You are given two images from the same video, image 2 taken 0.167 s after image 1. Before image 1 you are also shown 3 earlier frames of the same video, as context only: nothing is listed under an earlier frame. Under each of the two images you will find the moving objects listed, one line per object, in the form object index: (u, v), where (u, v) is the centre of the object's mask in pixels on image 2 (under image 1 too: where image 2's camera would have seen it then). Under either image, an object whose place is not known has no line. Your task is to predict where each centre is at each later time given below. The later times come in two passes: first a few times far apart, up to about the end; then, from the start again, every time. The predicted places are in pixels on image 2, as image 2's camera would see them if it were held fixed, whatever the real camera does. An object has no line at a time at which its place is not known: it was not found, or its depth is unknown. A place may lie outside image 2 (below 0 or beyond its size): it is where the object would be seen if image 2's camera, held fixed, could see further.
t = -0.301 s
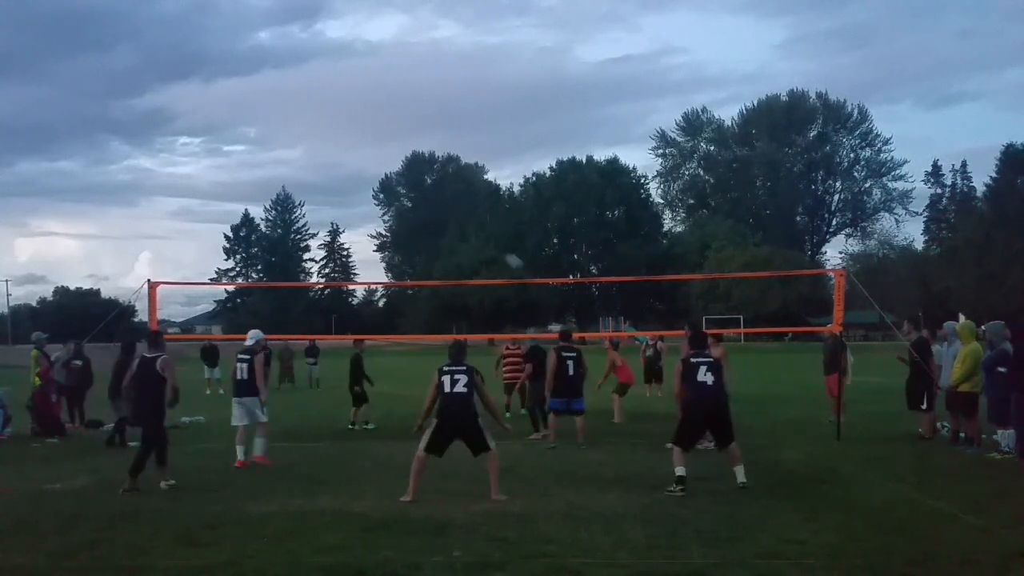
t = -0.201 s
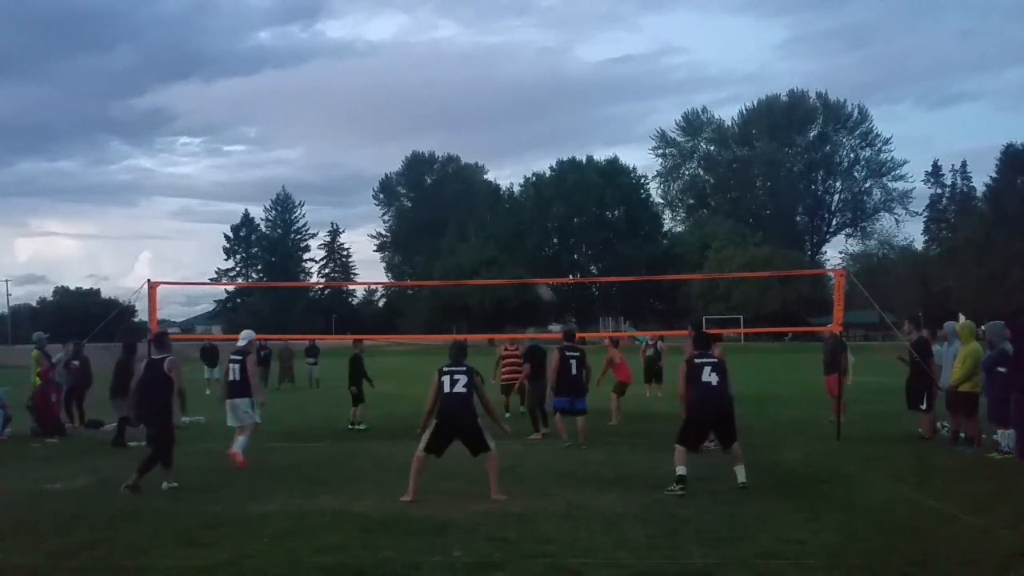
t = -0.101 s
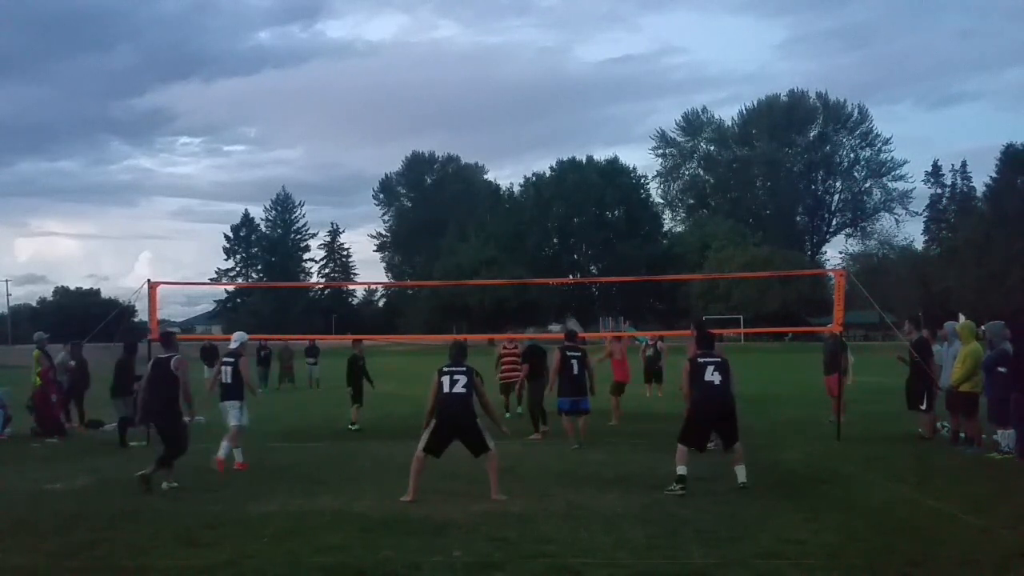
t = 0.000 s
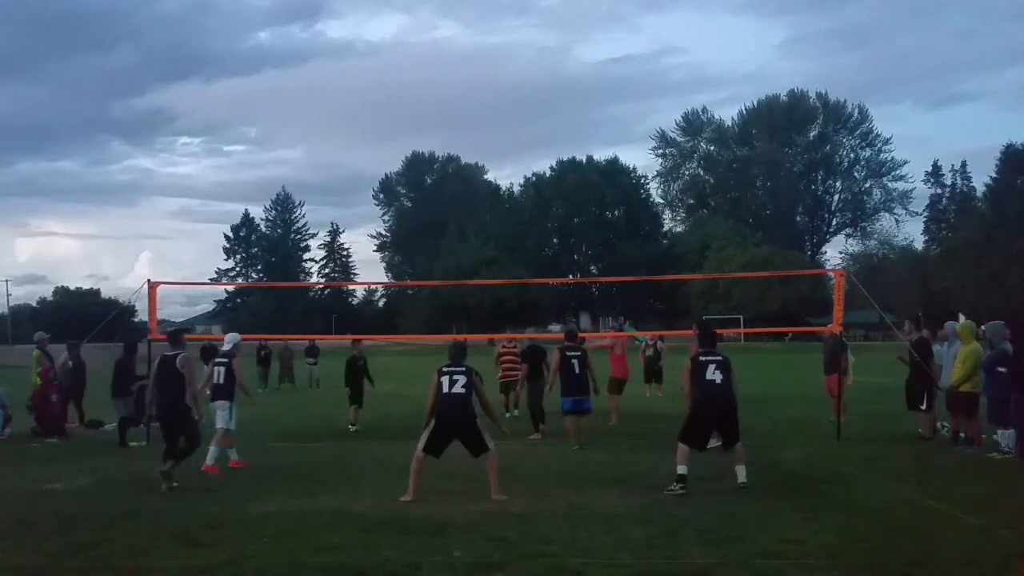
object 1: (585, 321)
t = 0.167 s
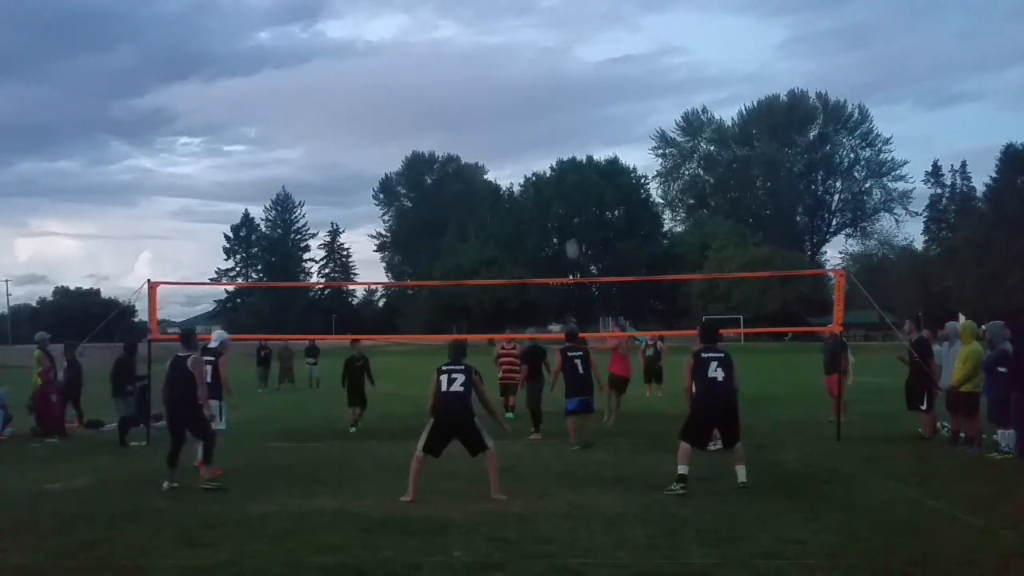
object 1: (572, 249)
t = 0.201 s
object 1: (569, 235)
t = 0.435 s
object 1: (553, 158)
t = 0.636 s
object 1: (539, 113)
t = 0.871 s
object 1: (521, 92)
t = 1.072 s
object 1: (506, 107)
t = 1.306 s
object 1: (484, 166)
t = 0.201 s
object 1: (569, 235)
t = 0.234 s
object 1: (567, 223)
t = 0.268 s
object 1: (564, 210)
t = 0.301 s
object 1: (562, 198)
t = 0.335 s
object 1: (559, 187)
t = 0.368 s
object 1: (557, 177)
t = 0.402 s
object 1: (557, 165)
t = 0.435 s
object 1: (553, 158)
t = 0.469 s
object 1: (550, 149)
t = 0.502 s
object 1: (548, 141)
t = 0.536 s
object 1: (545, 133)
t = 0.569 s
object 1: (543, 126)
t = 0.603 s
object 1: (541, 119)
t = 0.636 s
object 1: (539, 113)
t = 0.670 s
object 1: (536, 108)
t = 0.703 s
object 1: (534, 104)
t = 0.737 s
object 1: (531, 100)
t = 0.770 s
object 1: (529, 97)
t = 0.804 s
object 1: (527, 95)
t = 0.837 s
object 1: (524, 93)
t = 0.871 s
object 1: (521, 92)
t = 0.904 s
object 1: (519, 92)
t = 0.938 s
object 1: (516, 93)
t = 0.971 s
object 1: (514, 95)
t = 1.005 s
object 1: (511, 98)
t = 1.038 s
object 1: (508, 102)
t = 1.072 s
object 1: (506, 107)
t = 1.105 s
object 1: (503, 112)
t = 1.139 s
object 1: (500, 119)
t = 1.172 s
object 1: (497, 127)
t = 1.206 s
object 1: (494, 136)
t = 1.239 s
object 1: (491, 145)
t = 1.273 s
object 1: (488, 156)
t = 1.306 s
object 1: (484, 166)
